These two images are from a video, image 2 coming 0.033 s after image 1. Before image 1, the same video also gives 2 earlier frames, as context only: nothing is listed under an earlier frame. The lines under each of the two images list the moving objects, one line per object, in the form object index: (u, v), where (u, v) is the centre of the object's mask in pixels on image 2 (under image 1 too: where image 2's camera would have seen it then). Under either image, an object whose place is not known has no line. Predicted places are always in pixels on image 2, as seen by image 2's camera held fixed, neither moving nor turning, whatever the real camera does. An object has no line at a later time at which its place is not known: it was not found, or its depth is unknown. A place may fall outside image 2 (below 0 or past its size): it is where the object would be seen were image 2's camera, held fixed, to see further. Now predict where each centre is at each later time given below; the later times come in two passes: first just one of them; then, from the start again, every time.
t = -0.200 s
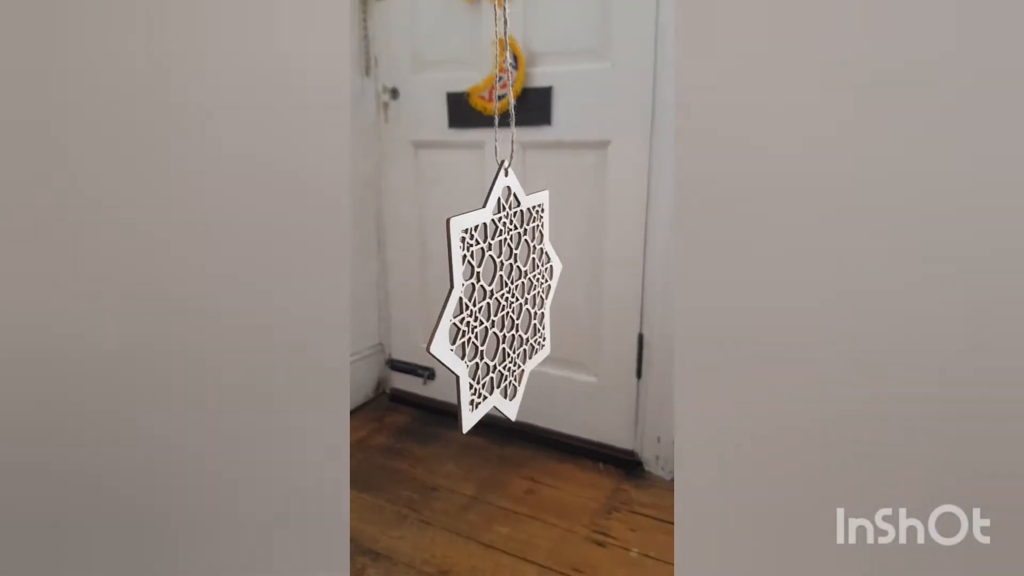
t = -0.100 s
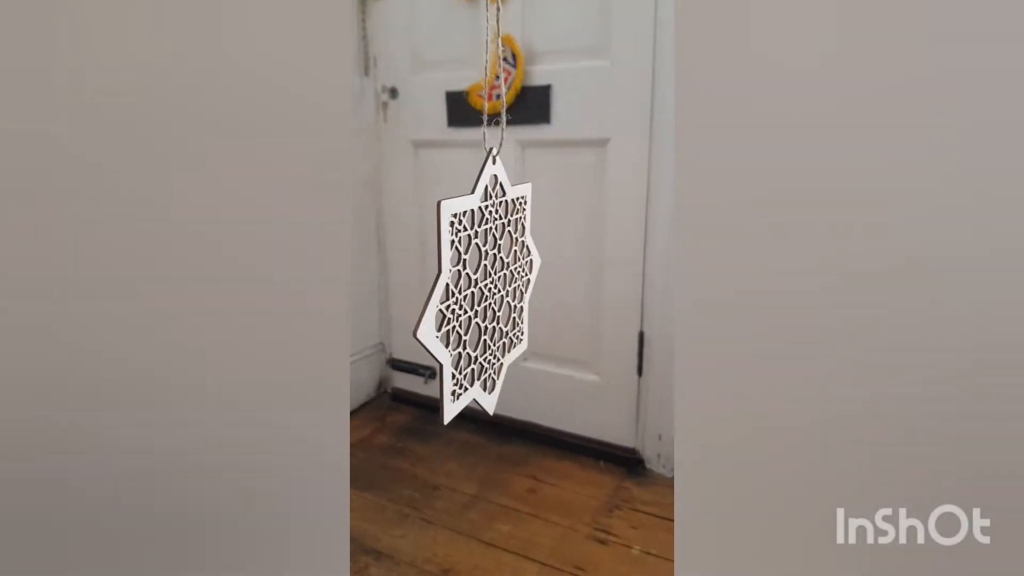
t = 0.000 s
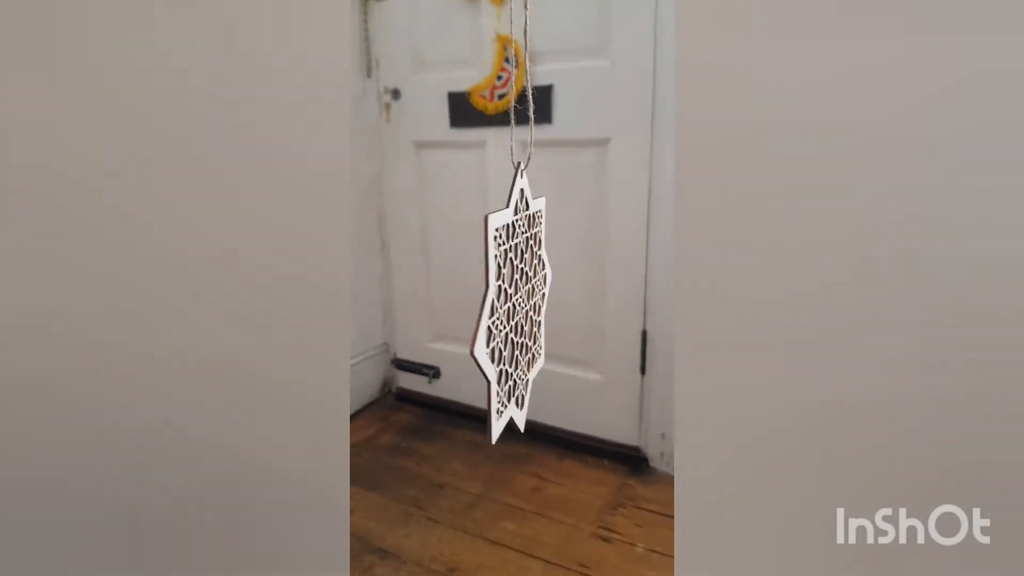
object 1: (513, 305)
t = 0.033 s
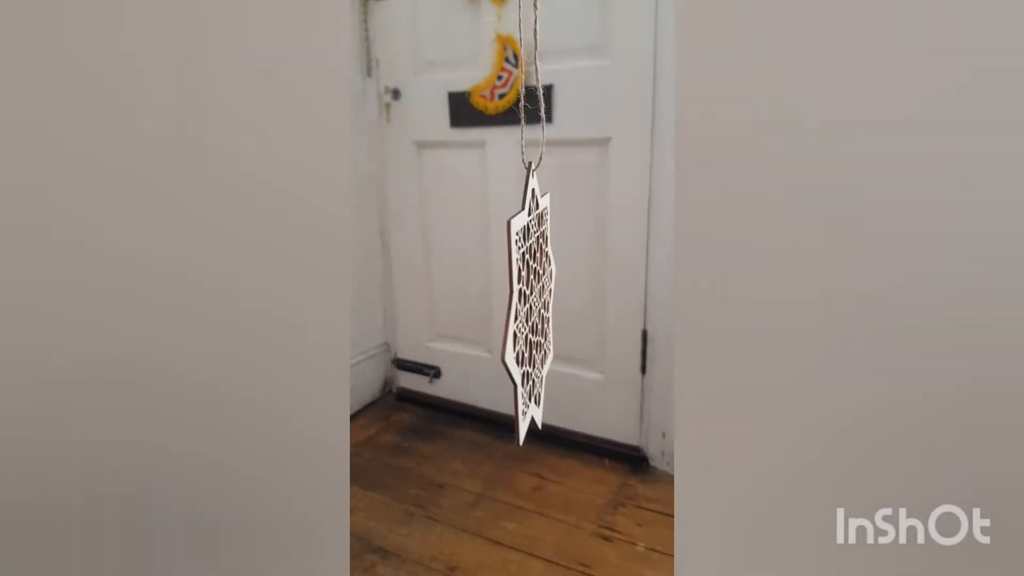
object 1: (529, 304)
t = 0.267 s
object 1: (548, 308)
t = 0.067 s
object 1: (540, 305)
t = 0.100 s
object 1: (537, 310)
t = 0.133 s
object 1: (527, 314)
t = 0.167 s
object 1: (516, 314)
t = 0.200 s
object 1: (515, 315)
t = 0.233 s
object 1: (533, 309)
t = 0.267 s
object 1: (548, 308)
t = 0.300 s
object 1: (560, 304)
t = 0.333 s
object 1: (556, 306)
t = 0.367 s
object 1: (541, 307)
